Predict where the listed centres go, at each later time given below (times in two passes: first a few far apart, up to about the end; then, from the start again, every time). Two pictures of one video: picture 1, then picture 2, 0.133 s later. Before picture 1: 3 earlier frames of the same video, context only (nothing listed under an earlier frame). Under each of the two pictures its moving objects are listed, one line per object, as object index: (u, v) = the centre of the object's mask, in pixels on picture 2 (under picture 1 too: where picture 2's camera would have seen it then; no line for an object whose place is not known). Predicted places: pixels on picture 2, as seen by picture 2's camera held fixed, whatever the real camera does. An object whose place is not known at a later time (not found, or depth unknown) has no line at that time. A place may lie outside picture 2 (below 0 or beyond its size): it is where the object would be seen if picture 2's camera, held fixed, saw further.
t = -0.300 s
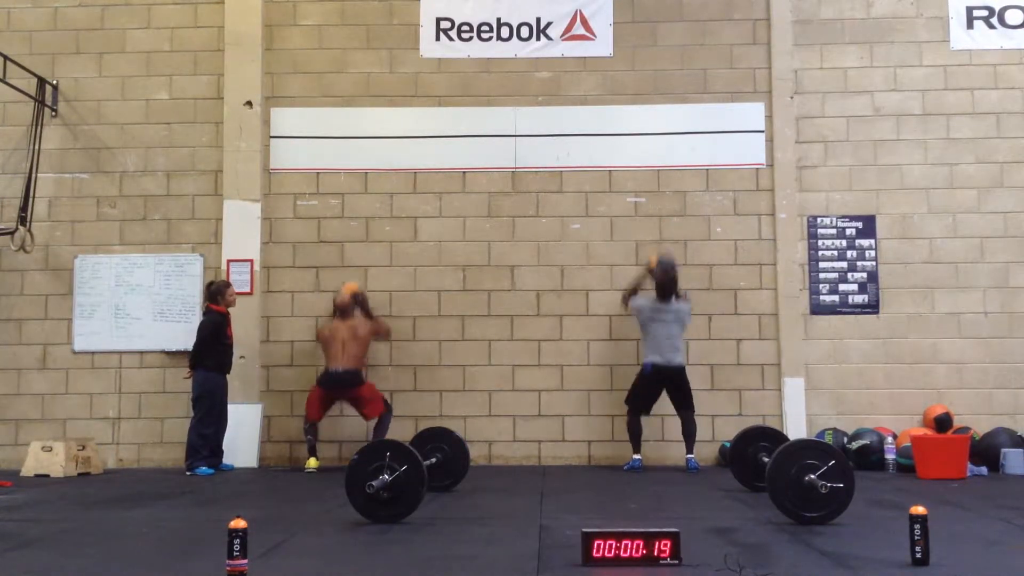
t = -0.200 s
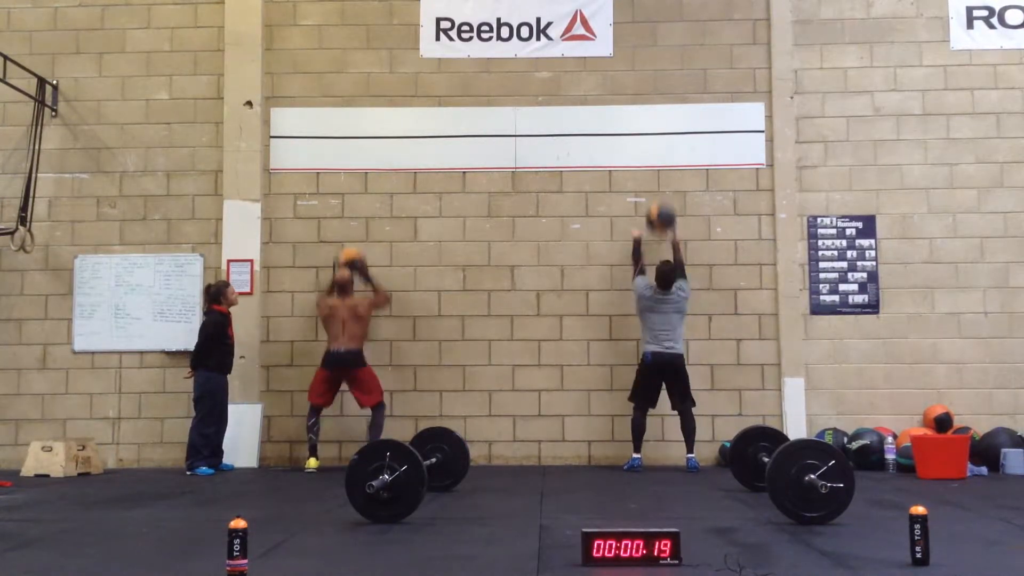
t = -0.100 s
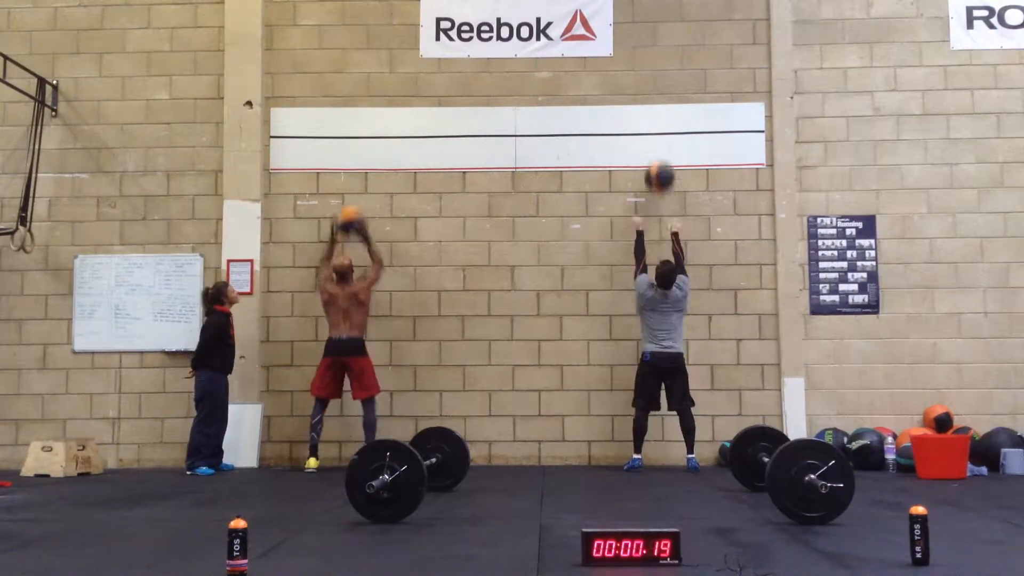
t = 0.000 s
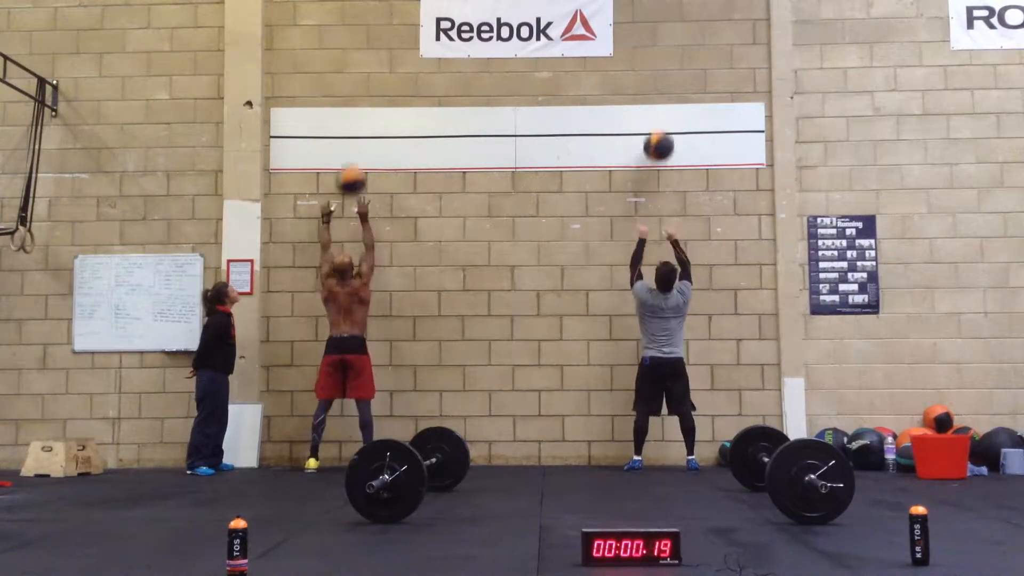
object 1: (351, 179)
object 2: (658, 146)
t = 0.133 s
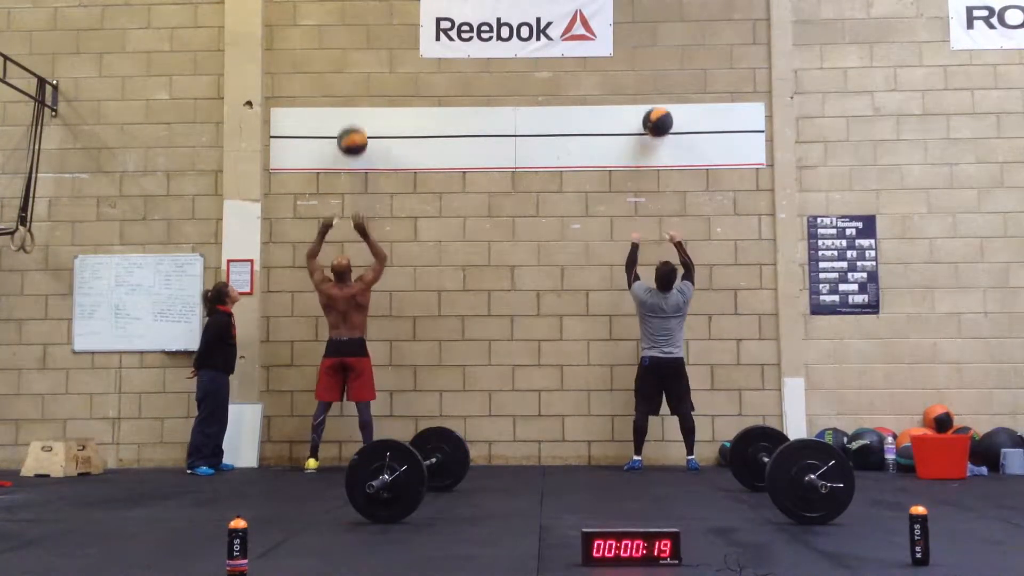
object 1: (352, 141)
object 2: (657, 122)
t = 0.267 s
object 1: (354, 122)
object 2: (657, 117)
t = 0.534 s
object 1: (355, 137)
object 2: (658, 153)
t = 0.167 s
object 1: (352, 134)
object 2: (657, 119)
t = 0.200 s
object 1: (353, 129)
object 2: (657, 117)
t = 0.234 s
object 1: (353, 125)
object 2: (657, 117)
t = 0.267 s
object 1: (354, 122)
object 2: (657, 117)
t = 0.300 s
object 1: (354, 119)
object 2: (657, 118)
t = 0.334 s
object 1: (355, 119)
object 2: (657, 121)
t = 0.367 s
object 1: (355, 119)
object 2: (657, 123)
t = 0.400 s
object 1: (355, 120)
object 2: (657, 127)
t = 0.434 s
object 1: (355, 123)
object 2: (657, 131)
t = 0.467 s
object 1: (355, 127)
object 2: (657, 137)
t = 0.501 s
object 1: (355, 131)
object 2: (657, 144)
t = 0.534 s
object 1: (355, 137)
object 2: (658, 153)
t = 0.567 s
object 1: (355, 144)
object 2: (658, 162)
